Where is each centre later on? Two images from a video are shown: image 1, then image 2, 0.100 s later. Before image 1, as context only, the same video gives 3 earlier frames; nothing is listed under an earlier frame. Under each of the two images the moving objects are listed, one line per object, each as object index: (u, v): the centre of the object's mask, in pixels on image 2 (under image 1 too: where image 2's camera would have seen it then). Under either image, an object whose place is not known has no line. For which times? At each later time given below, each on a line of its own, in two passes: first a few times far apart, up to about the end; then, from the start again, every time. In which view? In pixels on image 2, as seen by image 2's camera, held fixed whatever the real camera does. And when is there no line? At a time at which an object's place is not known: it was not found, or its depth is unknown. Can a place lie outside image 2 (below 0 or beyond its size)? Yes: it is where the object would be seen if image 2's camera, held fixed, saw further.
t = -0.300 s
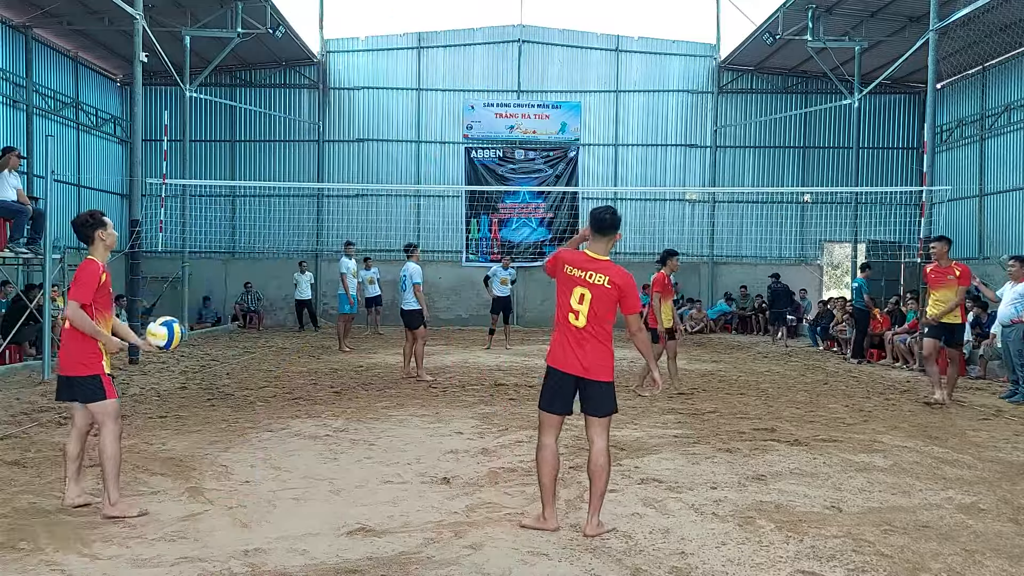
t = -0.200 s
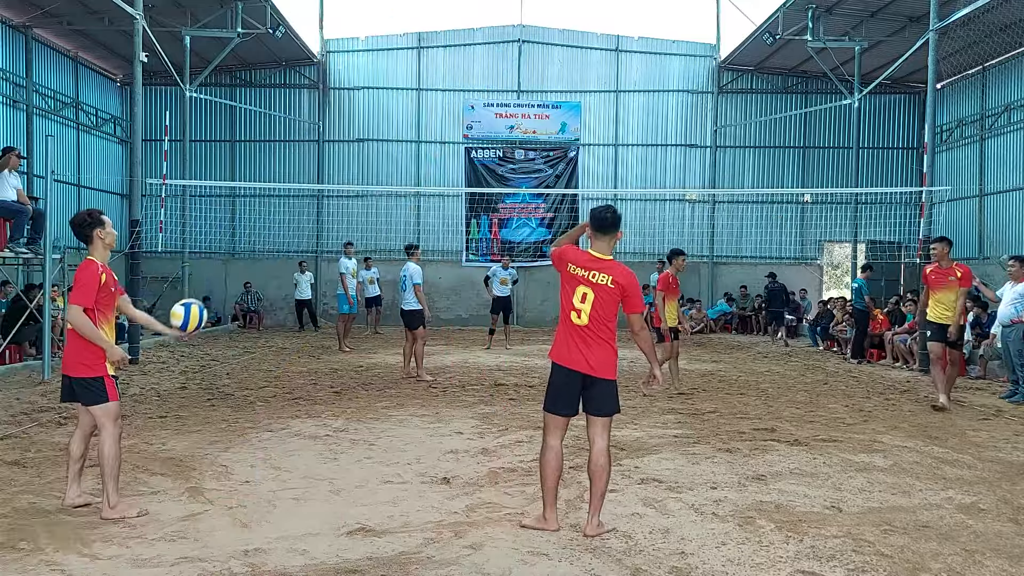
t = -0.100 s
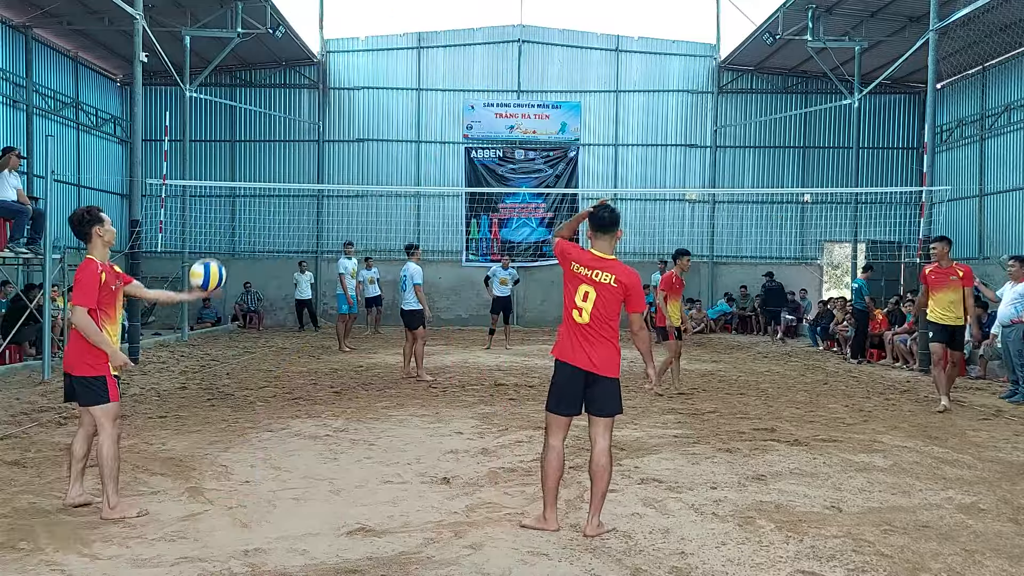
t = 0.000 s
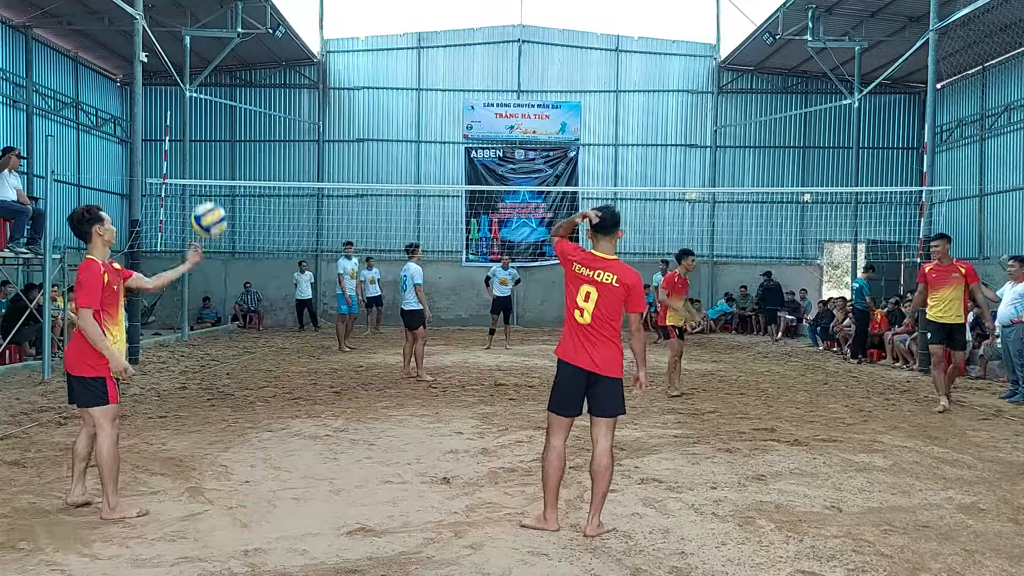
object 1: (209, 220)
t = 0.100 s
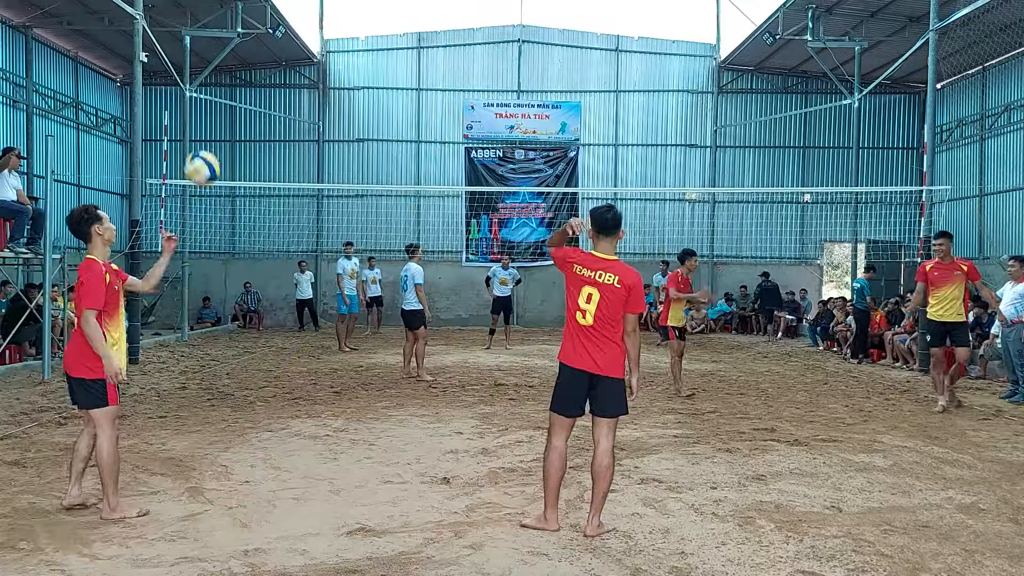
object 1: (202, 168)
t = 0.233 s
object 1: (194, 122)
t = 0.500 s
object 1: (170, 114)
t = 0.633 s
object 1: (159, 154)
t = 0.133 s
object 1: (200, 154)
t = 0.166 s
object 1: (197, 141)
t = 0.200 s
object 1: (196, 131)
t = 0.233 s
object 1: (194, 122)
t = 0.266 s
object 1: (190, 115)
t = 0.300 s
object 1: (188, 110)
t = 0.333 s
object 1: (185, 106)
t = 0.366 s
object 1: (182, 104)
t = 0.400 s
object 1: (179, 104)
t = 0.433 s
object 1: (176, 105)
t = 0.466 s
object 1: (173, 109)
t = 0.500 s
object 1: (170, 114)
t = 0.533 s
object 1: (167, 121)
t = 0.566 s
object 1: (166, 130)
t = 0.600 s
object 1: (162, 142)
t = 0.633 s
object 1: (159, 154)
